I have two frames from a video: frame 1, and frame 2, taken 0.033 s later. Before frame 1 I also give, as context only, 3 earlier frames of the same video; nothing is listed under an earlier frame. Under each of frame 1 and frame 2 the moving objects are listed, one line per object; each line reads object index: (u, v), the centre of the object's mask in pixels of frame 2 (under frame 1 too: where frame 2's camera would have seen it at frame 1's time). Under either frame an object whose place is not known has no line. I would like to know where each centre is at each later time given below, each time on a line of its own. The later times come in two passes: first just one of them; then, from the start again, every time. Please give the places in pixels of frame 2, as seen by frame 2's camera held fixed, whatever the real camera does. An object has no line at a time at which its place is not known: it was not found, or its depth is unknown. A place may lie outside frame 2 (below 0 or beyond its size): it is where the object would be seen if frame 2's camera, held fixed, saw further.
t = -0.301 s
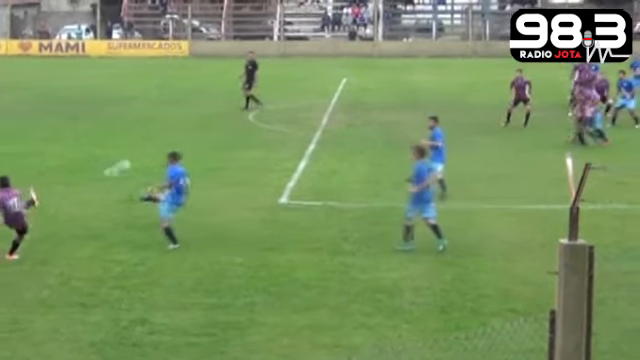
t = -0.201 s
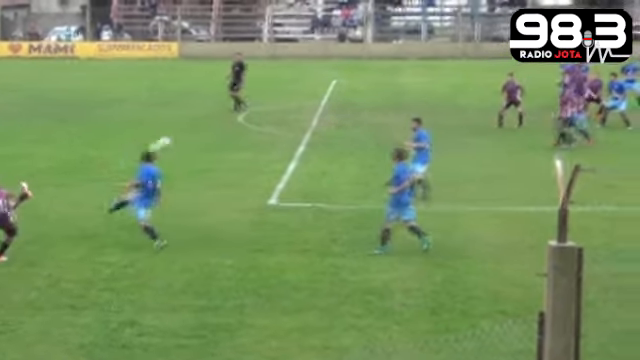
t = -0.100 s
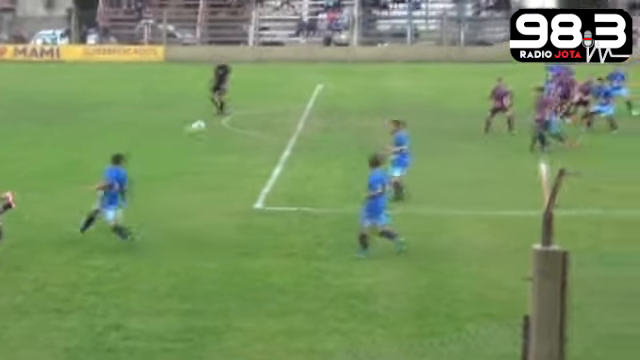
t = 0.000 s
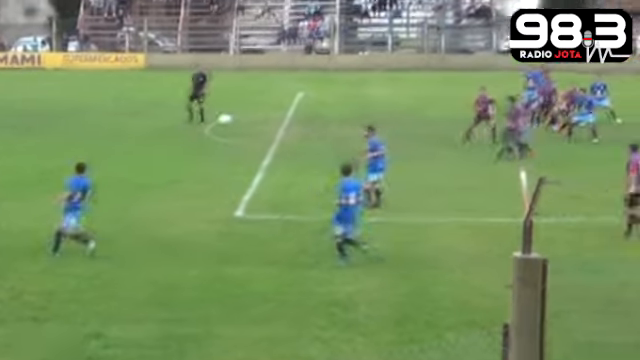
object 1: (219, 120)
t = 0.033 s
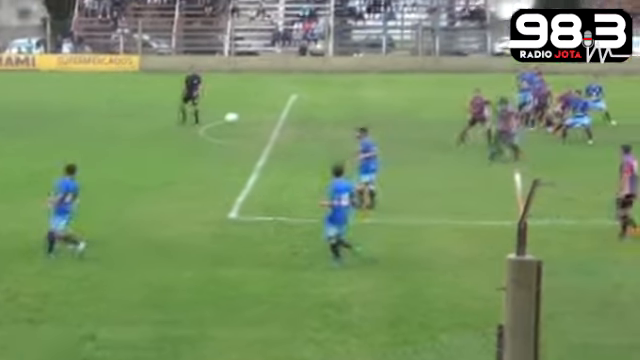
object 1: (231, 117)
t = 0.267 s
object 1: (329, 101)
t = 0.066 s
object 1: (247, 113)
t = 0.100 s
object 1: (261, 110)
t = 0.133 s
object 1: (273, 107)
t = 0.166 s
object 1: (291, 105)
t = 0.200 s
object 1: (302, 104)
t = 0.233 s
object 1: (315, 103)
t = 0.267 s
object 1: (329, 101)
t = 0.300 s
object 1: (339, 100)
